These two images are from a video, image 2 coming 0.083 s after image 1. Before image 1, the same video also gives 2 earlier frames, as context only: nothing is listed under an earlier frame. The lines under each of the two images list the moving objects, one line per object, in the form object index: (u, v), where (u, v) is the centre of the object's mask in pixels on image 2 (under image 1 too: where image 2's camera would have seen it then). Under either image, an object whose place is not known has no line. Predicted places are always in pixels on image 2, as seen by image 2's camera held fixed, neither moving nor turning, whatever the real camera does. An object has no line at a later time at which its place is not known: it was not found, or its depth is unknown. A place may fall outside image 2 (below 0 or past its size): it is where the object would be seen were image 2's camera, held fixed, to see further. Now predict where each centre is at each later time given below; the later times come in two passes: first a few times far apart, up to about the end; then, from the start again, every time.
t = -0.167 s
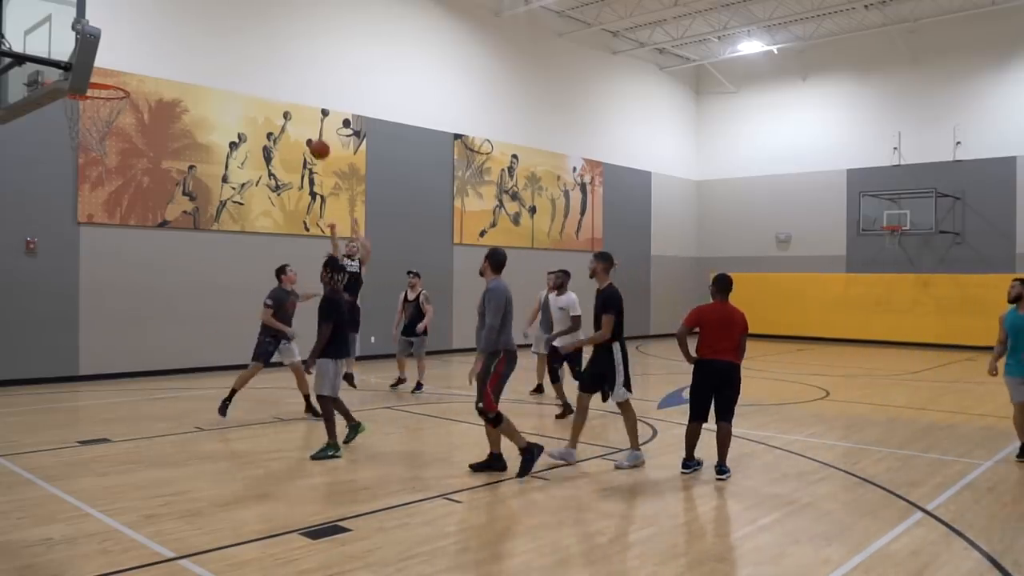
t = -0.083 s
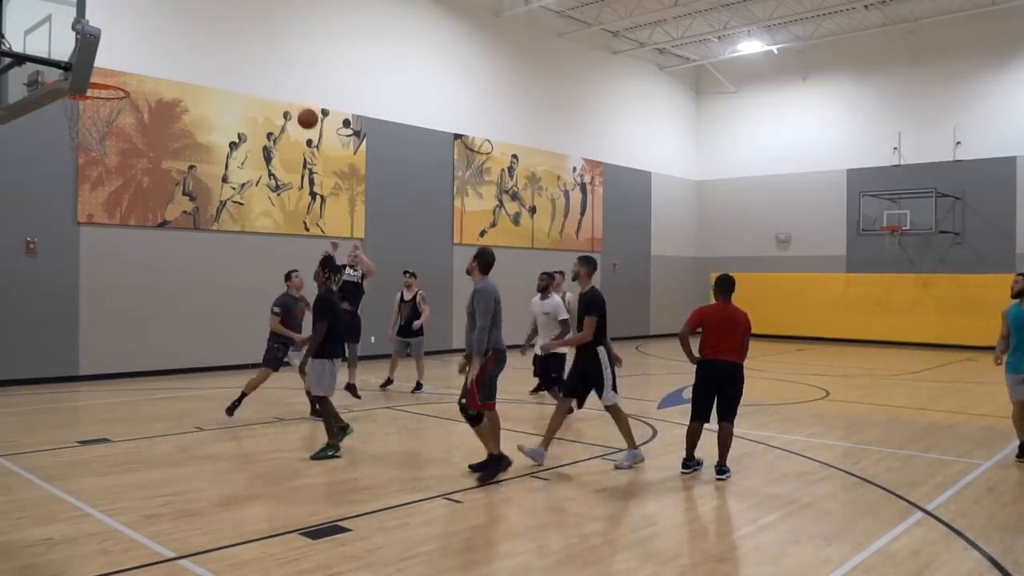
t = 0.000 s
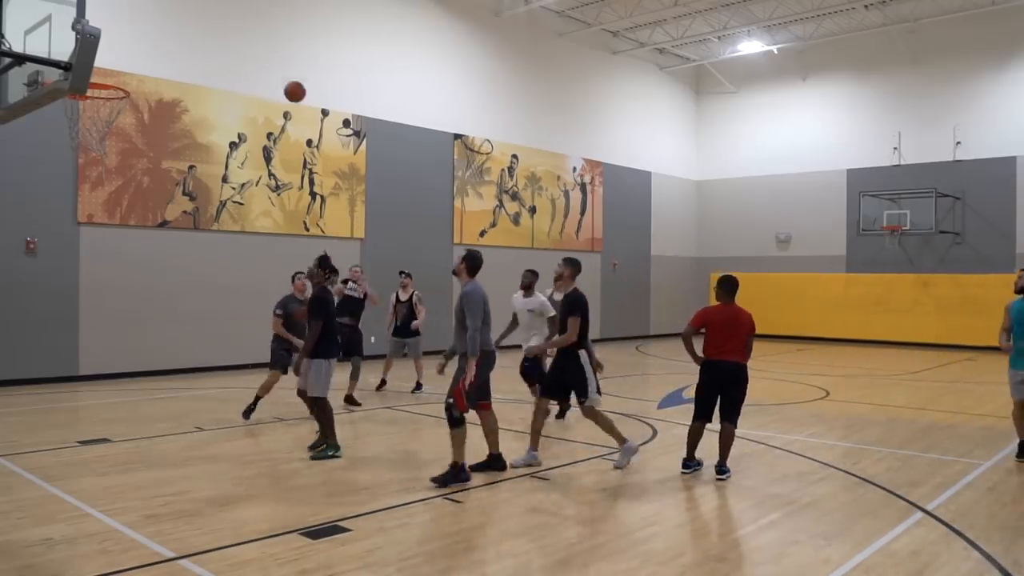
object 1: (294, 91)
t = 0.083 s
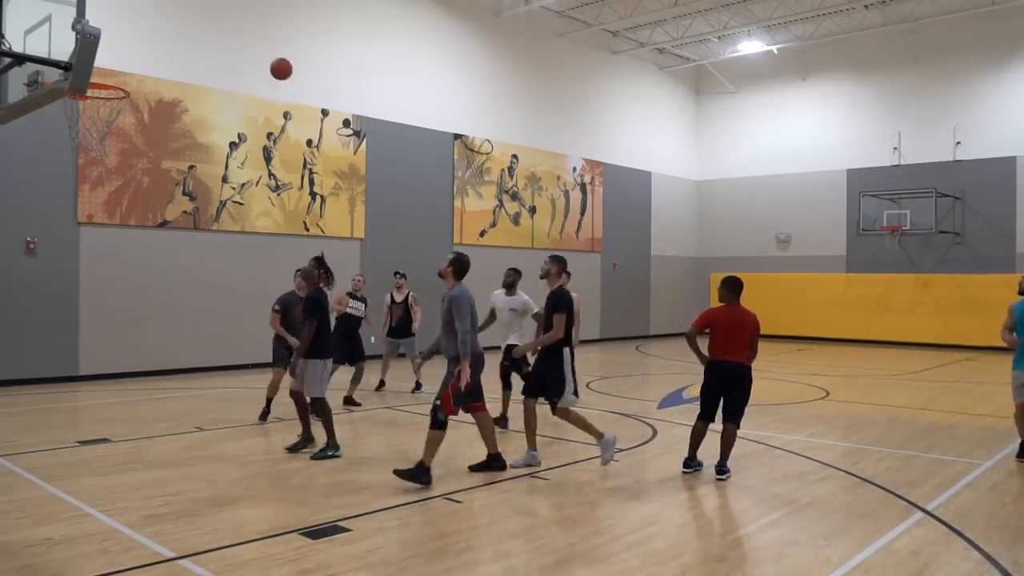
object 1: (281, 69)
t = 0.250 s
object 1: (250, 38)
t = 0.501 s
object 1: (192, 37)
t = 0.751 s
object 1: (153, 89)
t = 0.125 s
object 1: (274, 59)
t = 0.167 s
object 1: (266, 50)
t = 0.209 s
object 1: (258, 43)
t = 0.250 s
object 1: (250, 38)
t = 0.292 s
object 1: (241, 33)
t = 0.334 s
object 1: (232, 30)
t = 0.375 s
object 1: (223, 29)
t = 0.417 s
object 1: (213, 30)
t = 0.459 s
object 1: (203, 32)
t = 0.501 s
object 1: (192, 37)
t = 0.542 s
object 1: (180, 43)
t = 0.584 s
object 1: (168, 52)
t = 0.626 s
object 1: (155, 63)
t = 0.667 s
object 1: (142, 78)
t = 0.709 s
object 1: (135, 91)
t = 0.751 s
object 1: (153, 89)
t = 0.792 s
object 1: (172, 88)
